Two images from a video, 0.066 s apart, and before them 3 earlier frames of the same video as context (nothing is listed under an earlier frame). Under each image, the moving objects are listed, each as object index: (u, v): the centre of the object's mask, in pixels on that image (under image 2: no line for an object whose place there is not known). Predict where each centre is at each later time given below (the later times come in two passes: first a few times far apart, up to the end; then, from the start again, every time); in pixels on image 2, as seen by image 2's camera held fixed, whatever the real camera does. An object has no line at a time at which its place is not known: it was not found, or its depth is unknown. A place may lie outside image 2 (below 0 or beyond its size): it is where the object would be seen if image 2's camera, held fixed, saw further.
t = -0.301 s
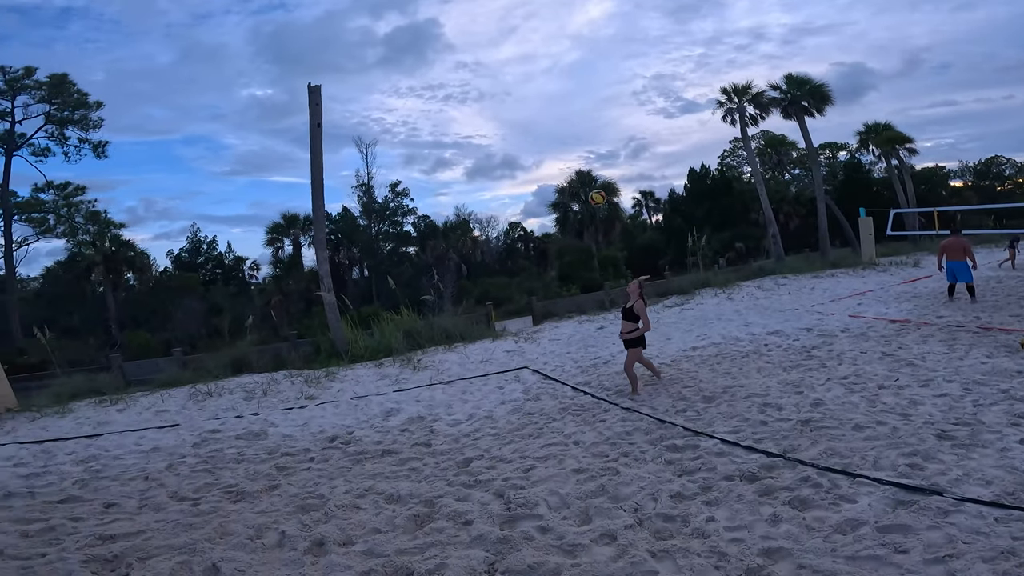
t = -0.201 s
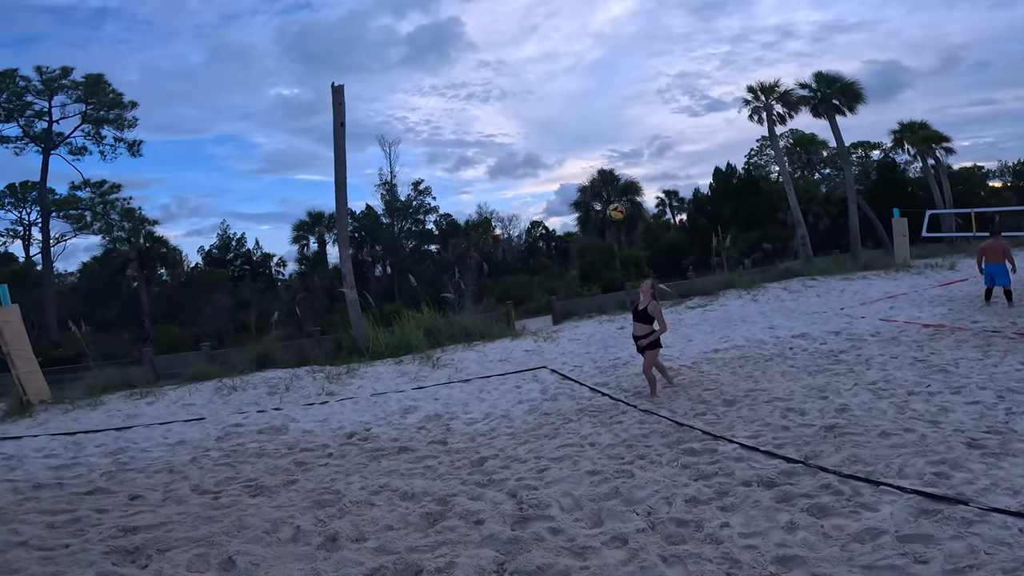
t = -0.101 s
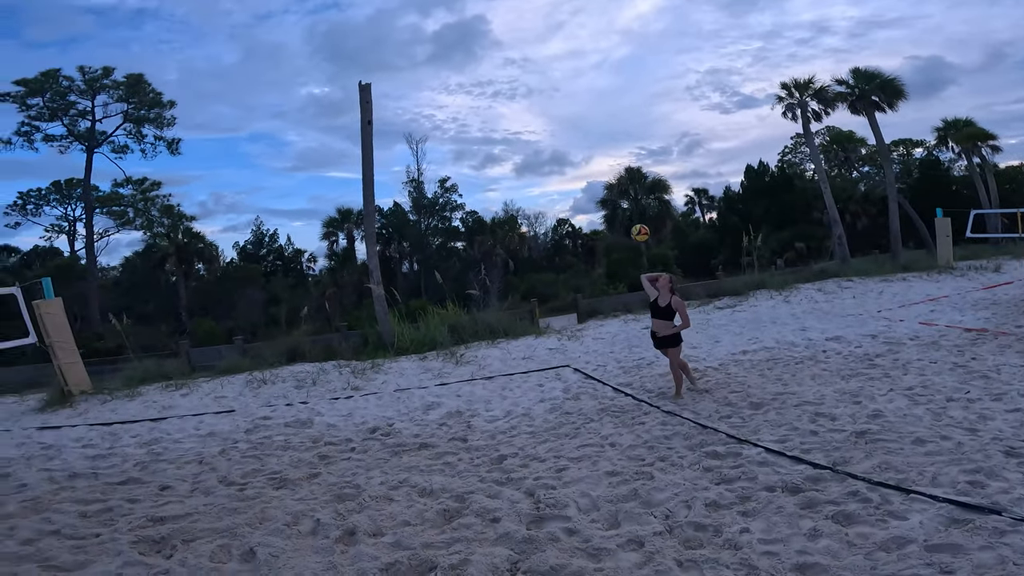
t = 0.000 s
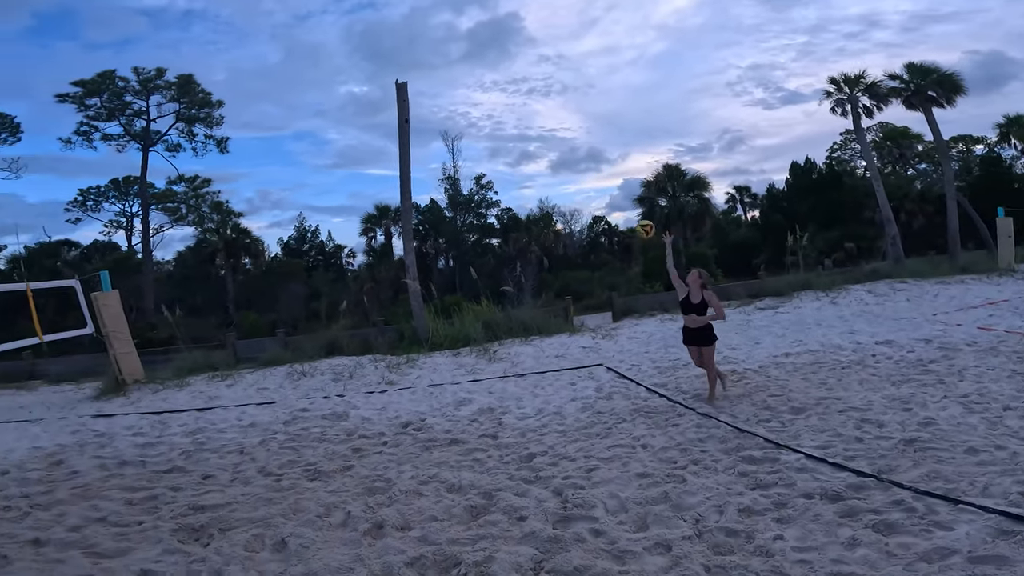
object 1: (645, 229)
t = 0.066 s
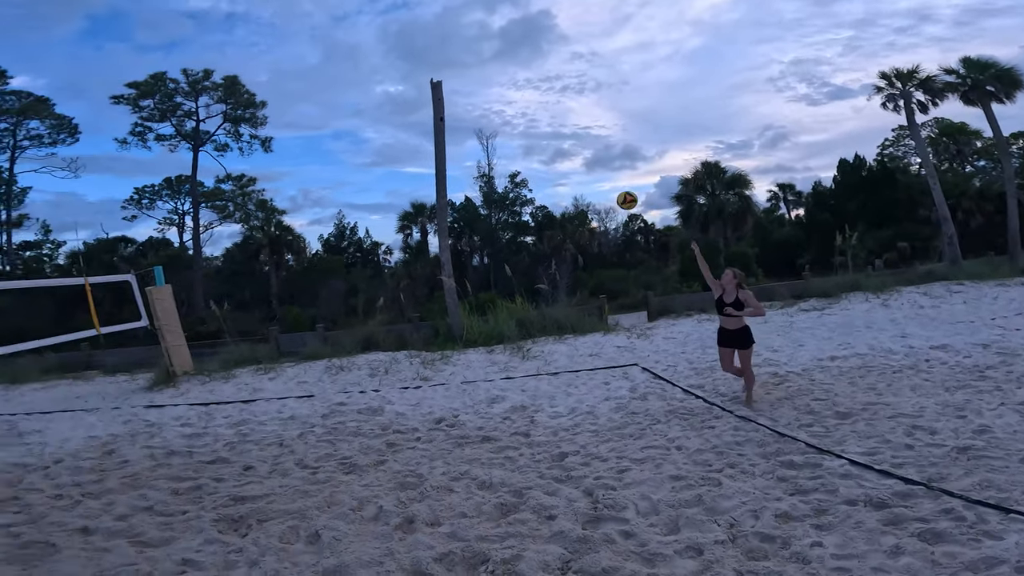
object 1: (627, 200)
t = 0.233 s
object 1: (457, 144)
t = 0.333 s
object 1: (335, 123)
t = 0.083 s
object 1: (612, 194)
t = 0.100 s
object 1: (597, 187)
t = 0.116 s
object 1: (581, 181)
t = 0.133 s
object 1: (564, 175)
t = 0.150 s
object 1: (547, 169)
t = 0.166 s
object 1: (530, 163)
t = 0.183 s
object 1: (512, 158)
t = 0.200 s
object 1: (494, 153)
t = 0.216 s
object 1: (476, 148)
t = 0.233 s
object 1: (457, 144)
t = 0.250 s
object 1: (438, 139)
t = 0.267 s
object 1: (418, 135)
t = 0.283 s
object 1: (398, 132)
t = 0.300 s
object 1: (377, 128)
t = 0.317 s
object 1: (356, 125)
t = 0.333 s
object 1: (335, 123)
